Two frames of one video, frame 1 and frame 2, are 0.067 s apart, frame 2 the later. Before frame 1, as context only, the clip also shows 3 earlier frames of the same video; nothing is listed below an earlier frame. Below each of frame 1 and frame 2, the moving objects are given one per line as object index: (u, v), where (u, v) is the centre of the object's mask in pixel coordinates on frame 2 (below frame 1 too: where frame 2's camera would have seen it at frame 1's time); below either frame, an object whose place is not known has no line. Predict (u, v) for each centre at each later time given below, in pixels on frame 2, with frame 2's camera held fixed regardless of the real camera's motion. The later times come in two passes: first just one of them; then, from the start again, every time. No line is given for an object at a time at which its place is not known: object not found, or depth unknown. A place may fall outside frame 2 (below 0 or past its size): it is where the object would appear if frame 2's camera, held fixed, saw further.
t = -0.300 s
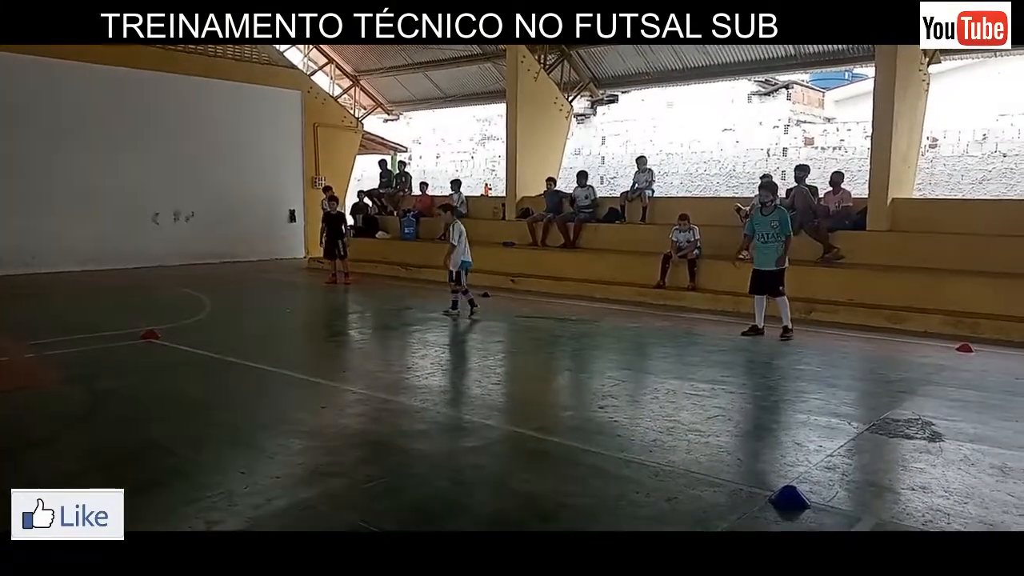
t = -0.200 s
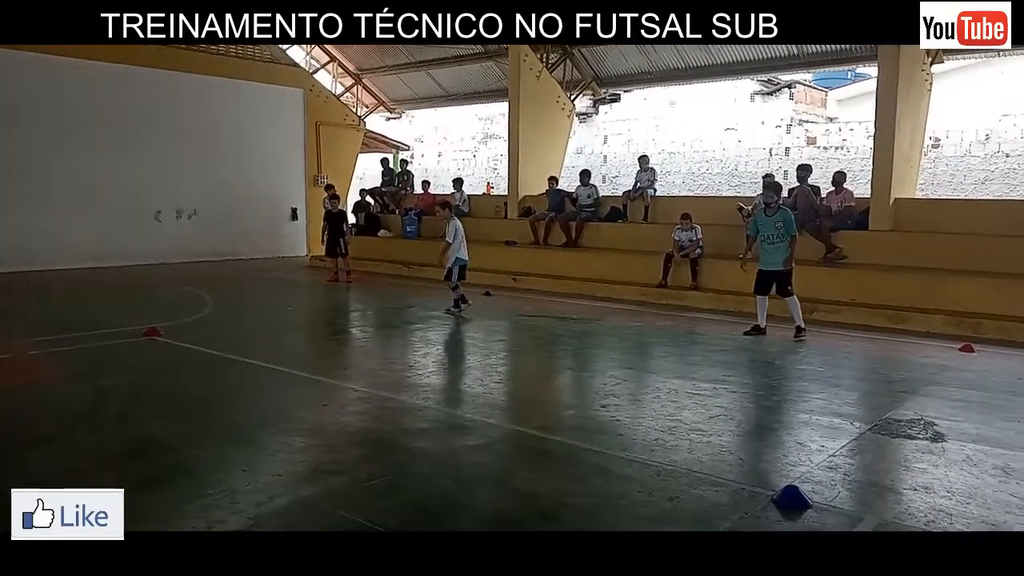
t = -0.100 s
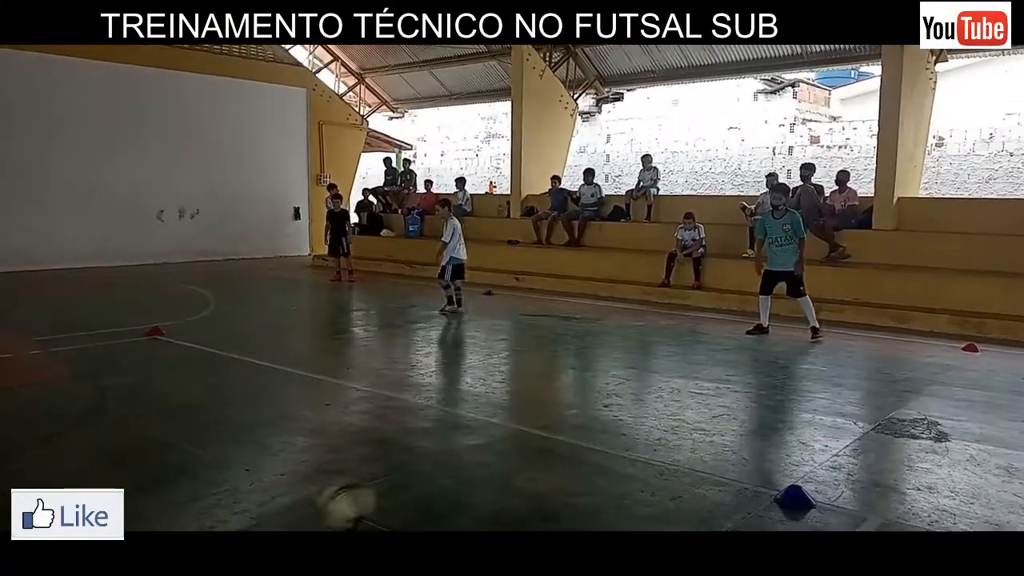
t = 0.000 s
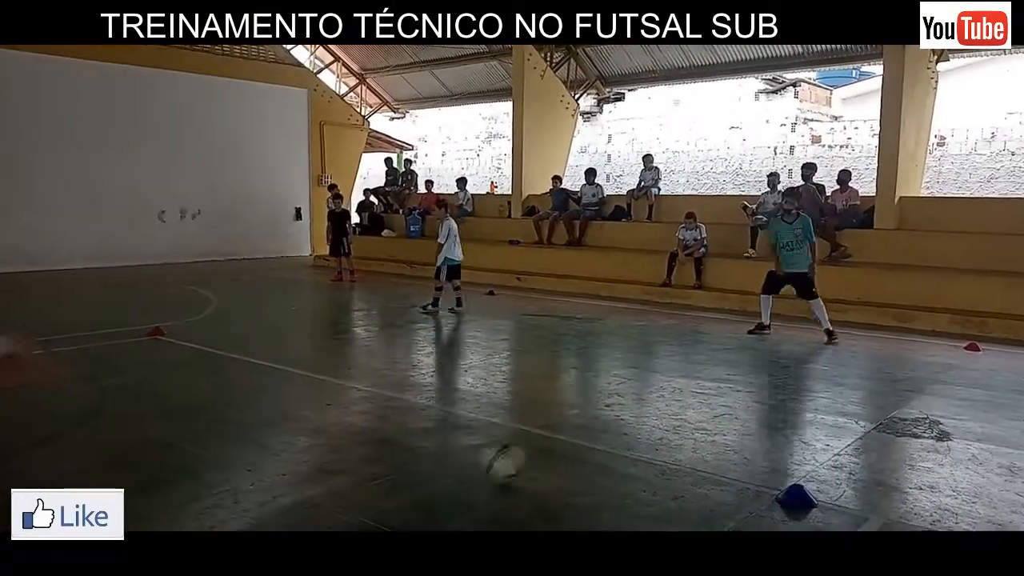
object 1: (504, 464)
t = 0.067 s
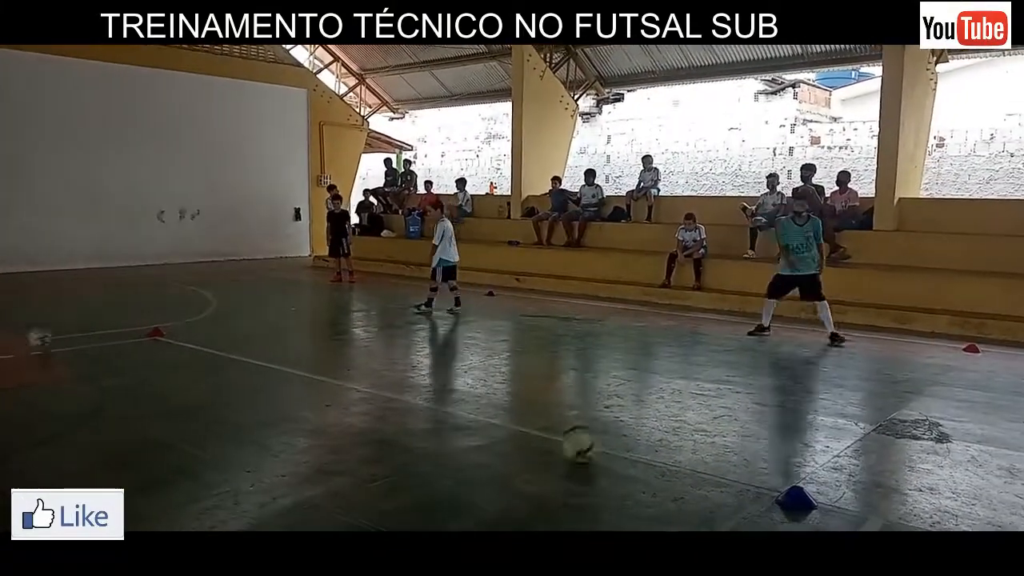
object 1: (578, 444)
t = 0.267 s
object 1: (738, 399)
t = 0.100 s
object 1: (610, 431)
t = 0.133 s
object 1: (641, 420)
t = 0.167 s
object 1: (668, 413)
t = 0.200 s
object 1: (692, 407)
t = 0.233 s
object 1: (716, 404)
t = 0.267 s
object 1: (738, 399)
